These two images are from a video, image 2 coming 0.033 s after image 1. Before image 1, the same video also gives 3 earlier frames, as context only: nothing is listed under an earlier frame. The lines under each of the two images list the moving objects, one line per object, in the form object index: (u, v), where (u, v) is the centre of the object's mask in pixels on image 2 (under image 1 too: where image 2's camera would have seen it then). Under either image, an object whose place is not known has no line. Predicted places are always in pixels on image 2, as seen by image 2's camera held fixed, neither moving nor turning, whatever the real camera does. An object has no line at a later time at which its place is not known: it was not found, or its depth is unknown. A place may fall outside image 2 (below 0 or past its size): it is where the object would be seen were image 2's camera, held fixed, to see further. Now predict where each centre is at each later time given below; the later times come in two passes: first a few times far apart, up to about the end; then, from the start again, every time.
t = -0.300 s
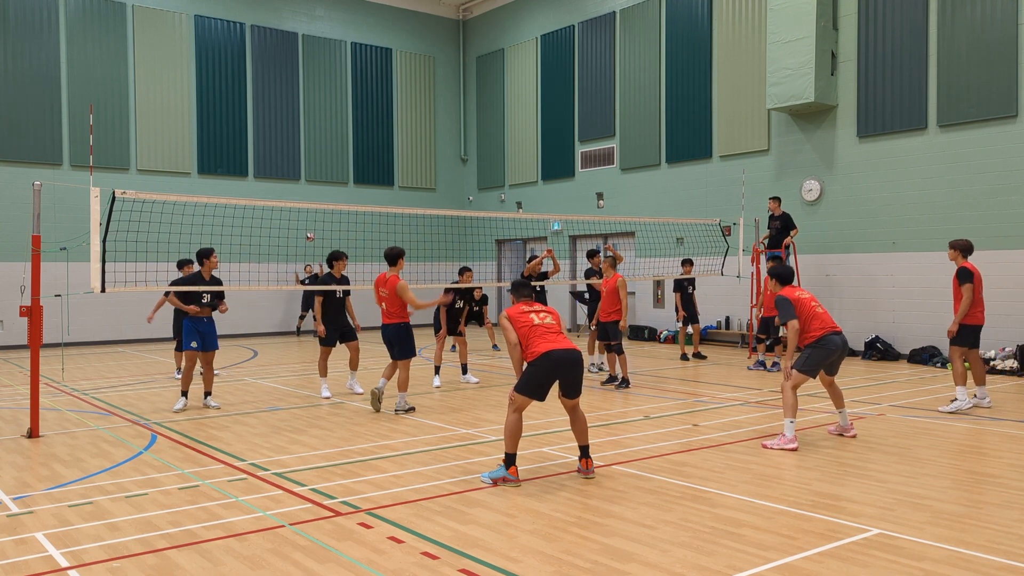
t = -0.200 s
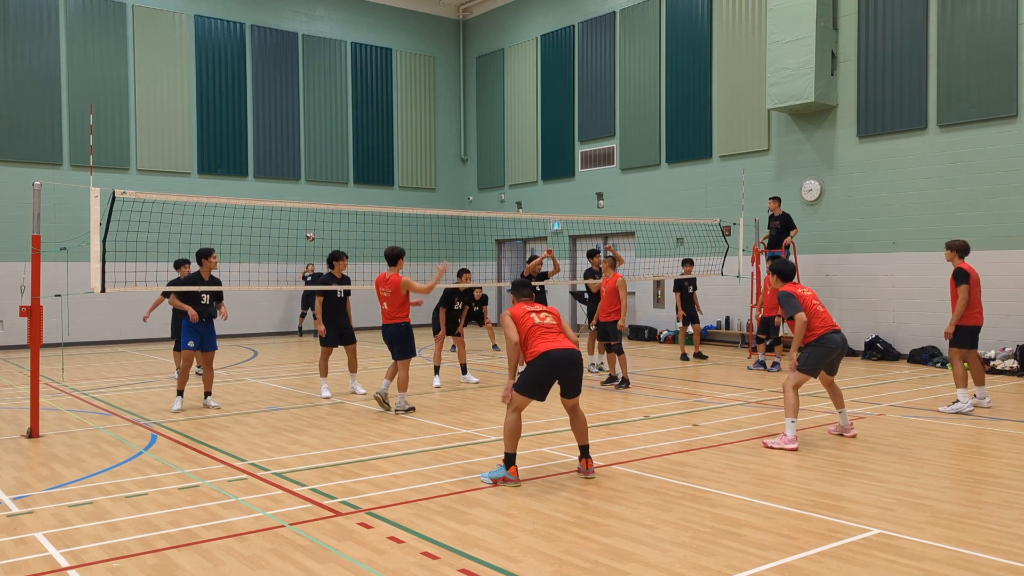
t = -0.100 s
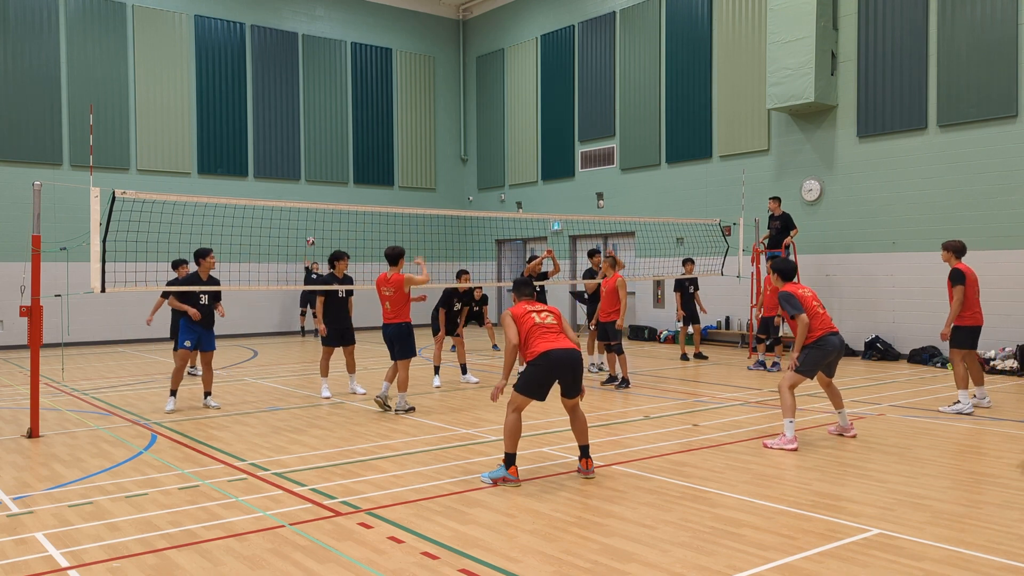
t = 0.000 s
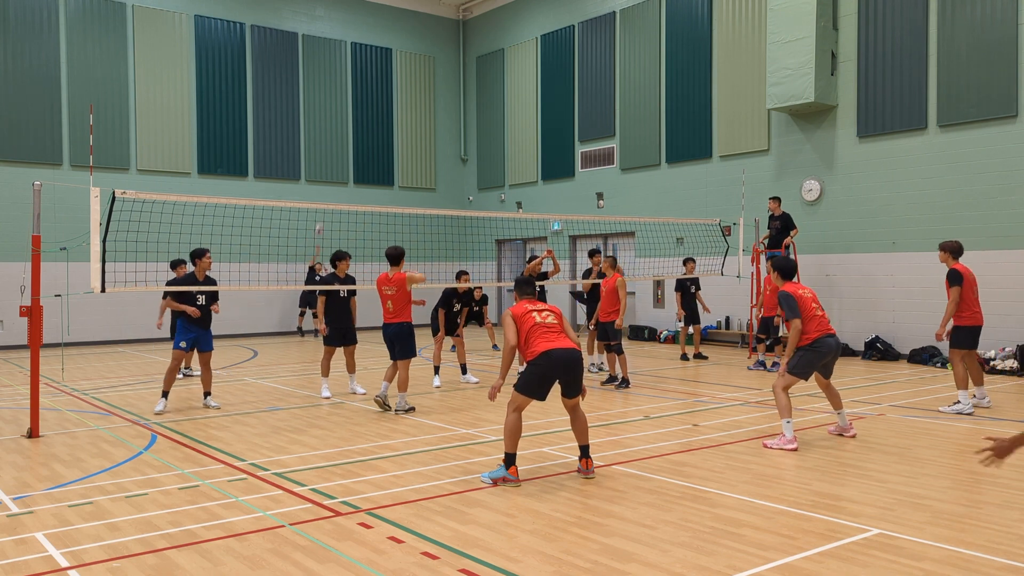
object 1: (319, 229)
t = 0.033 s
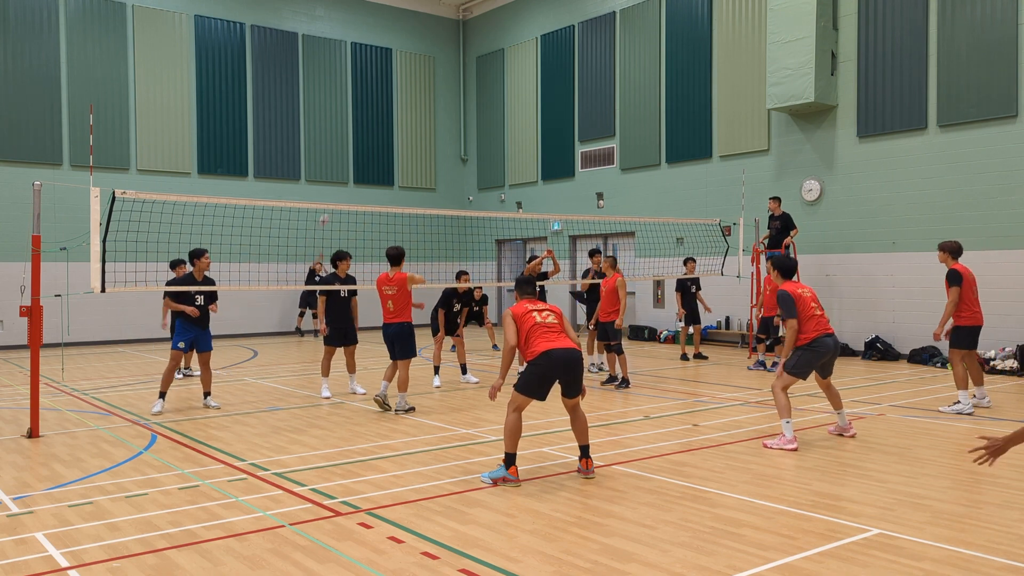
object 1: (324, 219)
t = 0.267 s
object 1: (360, 161)
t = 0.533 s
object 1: (412, 111)
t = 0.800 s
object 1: (488, 92)
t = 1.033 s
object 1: (583, 123)
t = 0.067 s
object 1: (328, 212)
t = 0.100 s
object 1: (334, 200)
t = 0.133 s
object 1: (338, 194)
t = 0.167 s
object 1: (344, 185)
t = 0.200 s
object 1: (349, 177)
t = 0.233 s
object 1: (355, 168)
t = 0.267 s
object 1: (360, 161)
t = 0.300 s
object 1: (366, 153)
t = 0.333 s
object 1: (372, 146)
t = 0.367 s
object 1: (378, 139)
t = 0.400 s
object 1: (385, 132)
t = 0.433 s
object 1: (391, 126)
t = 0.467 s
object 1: (398, 120)
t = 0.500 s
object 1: (405, 115)
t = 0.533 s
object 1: (412, 111)
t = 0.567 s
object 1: (420, 107)
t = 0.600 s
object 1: (429, 103)
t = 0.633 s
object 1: (437, 100)
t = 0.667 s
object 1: (447, 97)
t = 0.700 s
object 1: (457, 94)
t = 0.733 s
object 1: (466, 93)
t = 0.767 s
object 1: (477, 92)
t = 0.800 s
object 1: (488, 92)
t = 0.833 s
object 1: (498, 93)
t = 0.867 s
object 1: (510, 94)
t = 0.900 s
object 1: (523, 96)
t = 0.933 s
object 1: (537, 100)
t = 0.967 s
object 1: (551, 107)
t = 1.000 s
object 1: (565, 113)
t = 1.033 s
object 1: (583, 123)
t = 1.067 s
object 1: (599, 132)
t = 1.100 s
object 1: (619, 145)
